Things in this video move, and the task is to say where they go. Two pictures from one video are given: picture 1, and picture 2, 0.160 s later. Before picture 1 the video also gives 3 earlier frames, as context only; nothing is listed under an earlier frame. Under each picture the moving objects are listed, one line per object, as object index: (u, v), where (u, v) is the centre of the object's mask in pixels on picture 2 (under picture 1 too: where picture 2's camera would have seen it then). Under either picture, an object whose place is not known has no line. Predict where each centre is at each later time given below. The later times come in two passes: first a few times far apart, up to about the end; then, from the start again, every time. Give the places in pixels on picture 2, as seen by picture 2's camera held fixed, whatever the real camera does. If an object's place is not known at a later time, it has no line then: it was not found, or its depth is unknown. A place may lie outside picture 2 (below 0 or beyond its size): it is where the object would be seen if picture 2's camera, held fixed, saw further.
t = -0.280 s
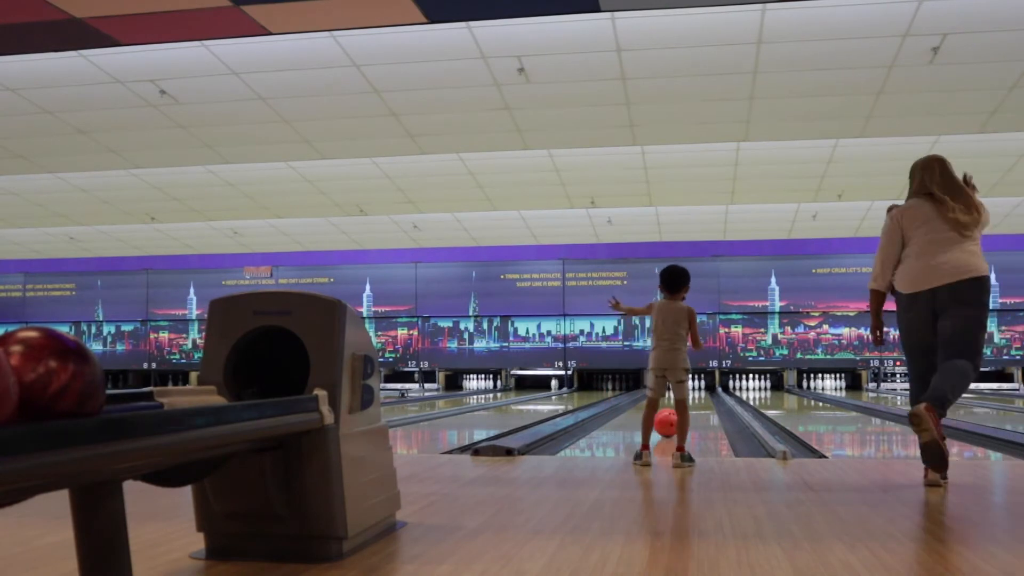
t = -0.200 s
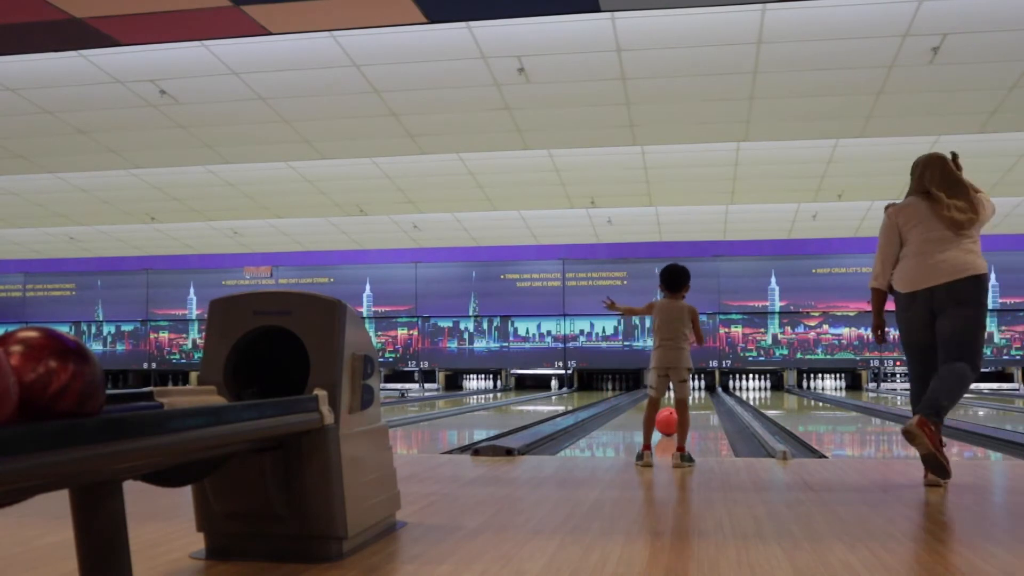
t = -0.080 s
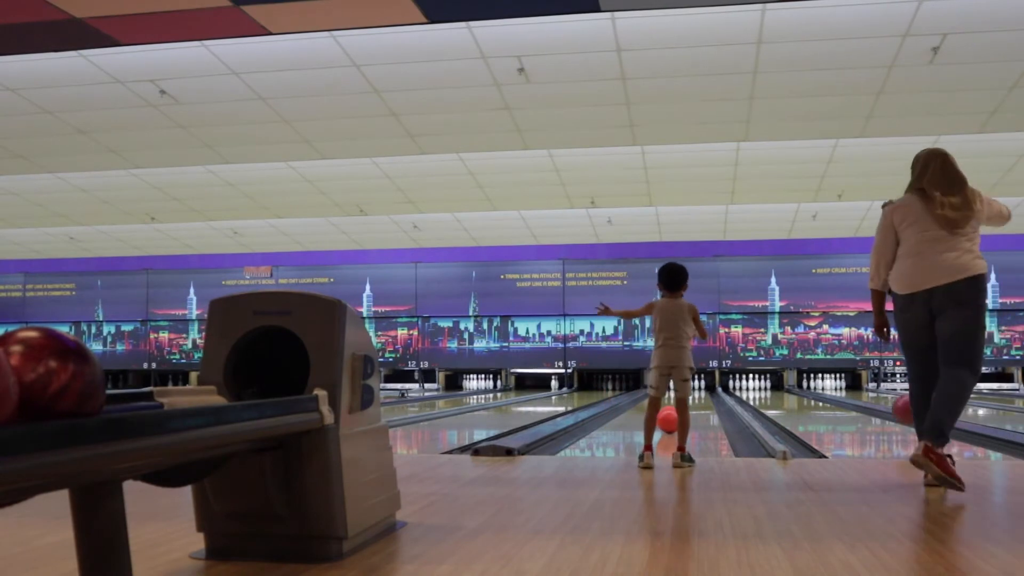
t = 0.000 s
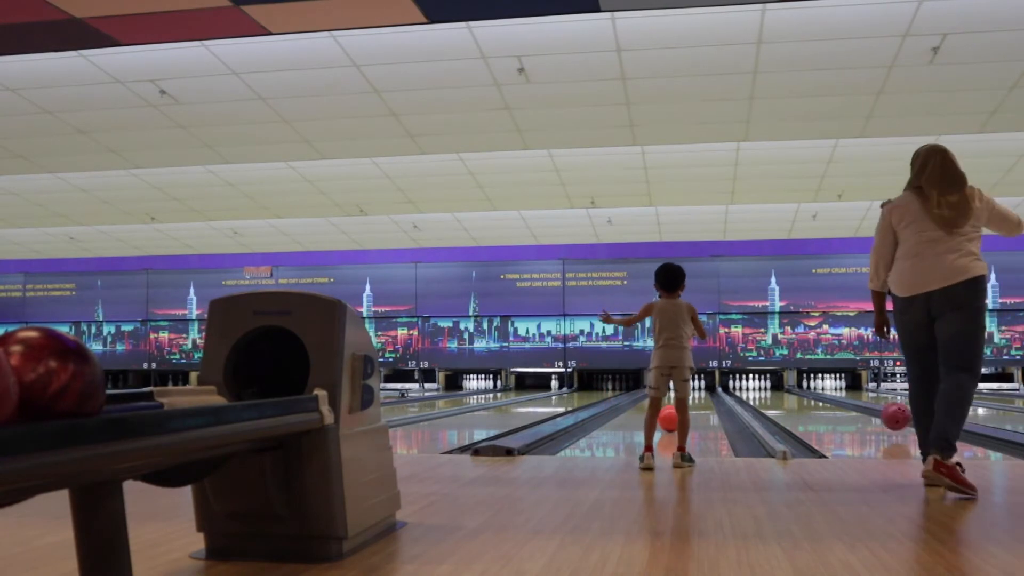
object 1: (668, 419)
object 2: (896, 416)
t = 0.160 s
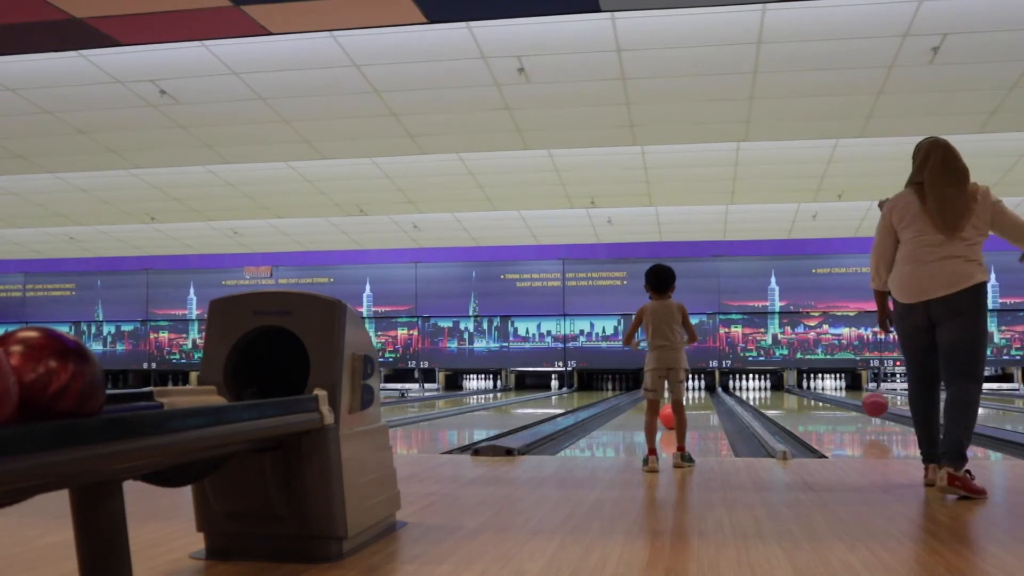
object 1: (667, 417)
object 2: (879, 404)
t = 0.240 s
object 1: (667, 416)
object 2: (870, 411)
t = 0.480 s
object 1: (681, 410)
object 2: (846, 407)
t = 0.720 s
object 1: (677, 411)
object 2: (830, 402)
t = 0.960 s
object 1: (677, 409)
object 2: (818, 398)
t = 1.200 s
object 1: (677, 407)
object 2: (808, 396)
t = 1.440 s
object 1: (677, 405)
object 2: (800, 393)
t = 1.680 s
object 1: (677, 404)
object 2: (795, 391)
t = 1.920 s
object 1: (677, 403)
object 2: (789, 390)
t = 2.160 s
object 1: (677, 401)
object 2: (785, 389)
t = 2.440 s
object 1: (677, 400)
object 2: (782, 387)
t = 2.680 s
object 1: (677, 399)
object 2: (779, 387)
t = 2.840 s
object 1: (677, 398)
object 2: (778, 386)
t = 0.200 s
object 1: (667, 417)
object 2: (874, 407)
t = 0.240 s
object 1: (667, 416)
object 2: (870, 411)
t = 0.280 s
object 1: (667, 416)
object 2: (864, 411)
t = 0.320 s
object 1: (666, 416)
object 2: (861, 409)
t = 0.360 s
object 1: (666, 416)
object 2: (856, 407)
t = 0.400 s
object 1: (666, 416)
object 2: (853, 409)
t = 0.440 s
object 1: (681, 410)
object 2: (849, 407)
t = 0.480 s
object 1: (681, 410)
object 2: (846, 407)
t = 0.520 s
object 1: (680, 410)
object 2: (844, 406)
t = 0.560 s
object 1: (680, 410)
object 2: (841, 405)
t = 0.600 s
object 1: (679, 410)
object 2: (837, 404)
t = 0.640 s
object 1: (679, 411)
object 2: (835, 403)
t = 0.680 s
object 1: (678, 411)
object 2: (832, 403)
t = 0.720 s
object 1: (677, 411)
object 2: (830, 402)
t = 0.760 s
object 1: (677, 410)
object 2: (828, 401)
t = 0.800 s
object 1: (677, 410)
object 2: (826, 401)
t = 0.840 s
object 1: (677, 410)
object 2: (824, 400)
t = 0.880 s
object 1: (677, 410)
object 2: (822, 400)
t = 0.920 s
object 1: (677, 409)
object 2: (820, 399)
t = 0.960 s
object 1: (677, 409)
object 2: (818, 398)
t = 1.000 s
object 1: (677, 408)
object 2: (816, 398)
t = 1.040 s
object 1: (677, 408)
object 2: (815, 397)
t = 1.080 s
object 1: (677, 408)
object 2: (813, 397)
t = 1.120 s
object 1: (677, 408)
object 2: (812, 397)
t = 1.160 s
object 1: (677, 407)
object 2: (810, 396)
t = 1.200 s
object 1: (677, 407)
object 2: (808, 396)
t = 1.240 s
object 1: (676, 406)
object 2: (807, 395)
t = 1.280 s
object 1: (676, 406)
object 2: (806, 395)
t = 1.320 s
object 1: (676, 406)
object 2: (804, 395)
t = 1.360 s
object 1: (676, 406)
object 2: (803, 394)
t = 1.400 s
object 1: (677, 405)
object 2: (802, 393)
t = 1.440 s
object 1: (677, 405)
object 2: (800, 393)
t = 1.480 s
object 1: (677, 405)
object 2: (800, 393)
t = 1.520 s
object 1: (677, 405)
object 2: (799, 393)
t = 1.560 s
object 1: (677, 404)
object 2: (797, 392)
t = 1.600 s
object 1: (677, 404)
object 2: (796, 392)
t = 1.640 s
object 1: (677, 404)
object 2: (796, 391)
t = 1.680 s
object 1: (677, 404)
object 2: (795, 391)
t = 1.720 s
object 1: (677, 403)
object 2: (793, 391)
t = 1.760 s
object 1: (677, 403)
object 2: (792, 390)
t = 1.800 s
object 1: (677, 403)
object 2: (791, 390)
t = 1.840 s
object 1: (677, 403)
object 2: (791, 390)
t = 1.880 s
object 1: (677, 403)
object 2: (790, 390)
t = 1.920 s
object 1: (677, 403)
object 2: (789, 390)
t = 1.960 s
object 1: (677, 402)
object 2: (788, 389)
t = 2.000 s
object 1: (677, 402)
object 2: (787, 389)
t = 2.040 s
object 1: (677, 402)
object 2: (787, 389)
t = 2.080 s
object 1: (677, 402)
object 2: (786, 389)
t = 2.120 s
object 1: (677, 401)
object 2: (785, 389)
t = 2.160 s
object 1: (677, 401)
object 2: (785, 389)
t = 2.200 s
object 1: (677, 401)
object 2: (784, 388)
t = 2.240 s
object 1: (677, 401)
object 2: (783, 388)
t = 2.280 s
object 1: (677, 401)
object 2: (783, 388)
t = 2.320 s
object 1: (677, 401)
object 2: (783, 388)
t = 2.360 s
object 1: (677, 400)
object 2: (782, 387)
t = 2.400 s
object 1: (677, 400)
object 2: (782, 387)
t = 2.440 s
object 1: (677, 400)
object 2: (782, 387)
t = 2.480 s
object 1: (677, 400)
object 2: (781, 387)
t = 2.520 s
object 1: (677, 400)
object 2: (781, 387)
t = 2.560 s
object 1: (677, 399)
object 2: (781, 387)
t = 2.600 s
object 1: (677, 399)
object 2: (780, 387)
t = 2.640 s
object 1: (677, 399)
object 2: (780, 387)
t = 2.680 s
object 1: (677, 399)
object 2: (779, 387)
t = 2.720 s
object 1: (677, 399)
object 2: (779, 386)
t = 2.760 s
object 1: (677, 398)
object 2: (779, 386)
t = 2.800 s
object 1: (677, 398)
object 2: (779, 386)
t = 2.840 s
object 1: (677, 398)
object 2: (778, 386)
